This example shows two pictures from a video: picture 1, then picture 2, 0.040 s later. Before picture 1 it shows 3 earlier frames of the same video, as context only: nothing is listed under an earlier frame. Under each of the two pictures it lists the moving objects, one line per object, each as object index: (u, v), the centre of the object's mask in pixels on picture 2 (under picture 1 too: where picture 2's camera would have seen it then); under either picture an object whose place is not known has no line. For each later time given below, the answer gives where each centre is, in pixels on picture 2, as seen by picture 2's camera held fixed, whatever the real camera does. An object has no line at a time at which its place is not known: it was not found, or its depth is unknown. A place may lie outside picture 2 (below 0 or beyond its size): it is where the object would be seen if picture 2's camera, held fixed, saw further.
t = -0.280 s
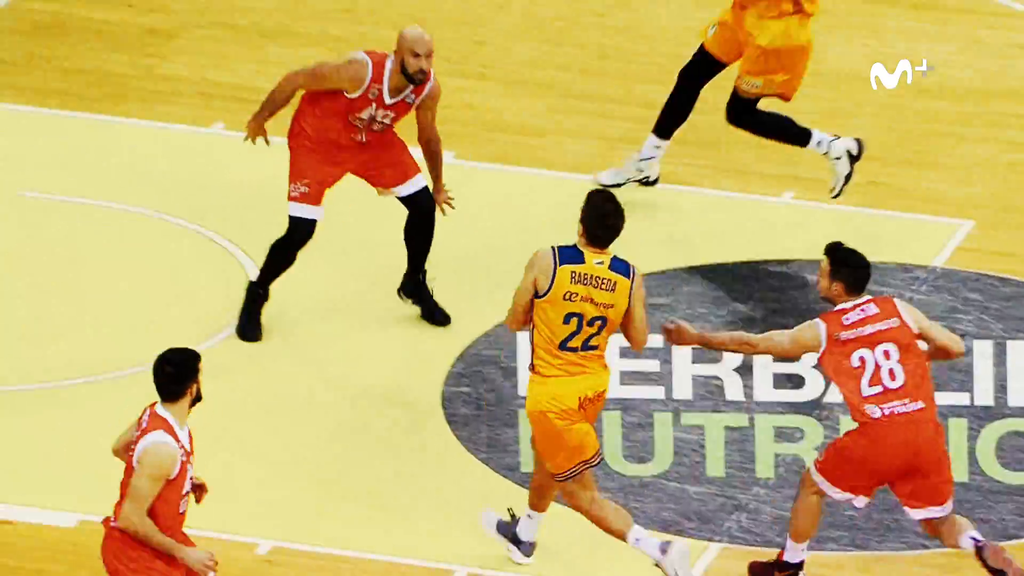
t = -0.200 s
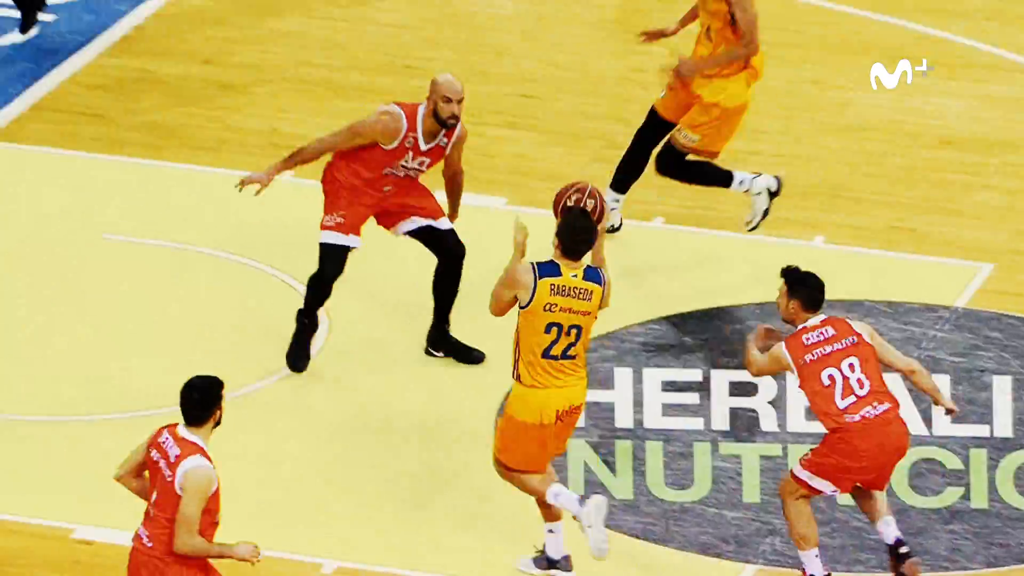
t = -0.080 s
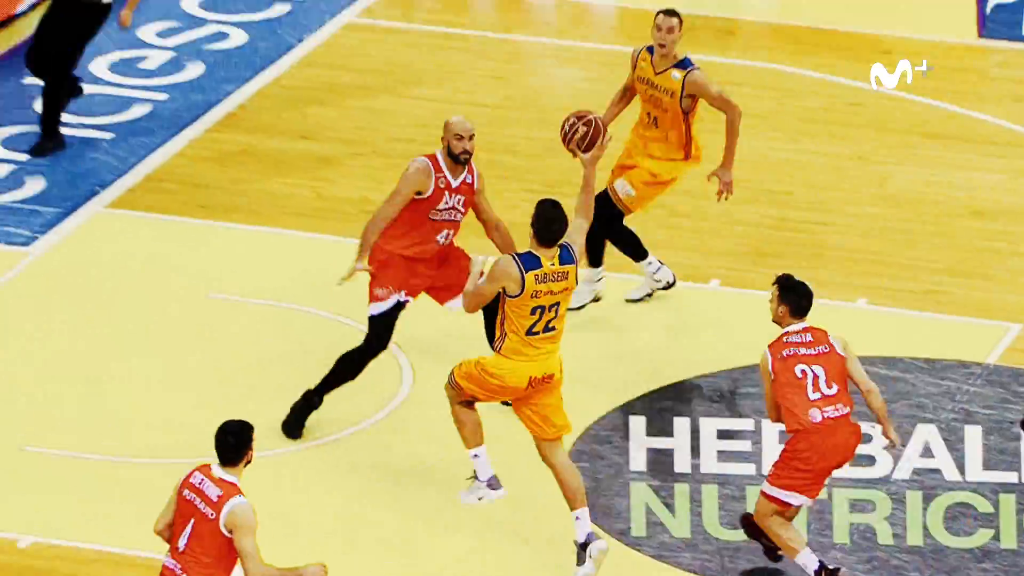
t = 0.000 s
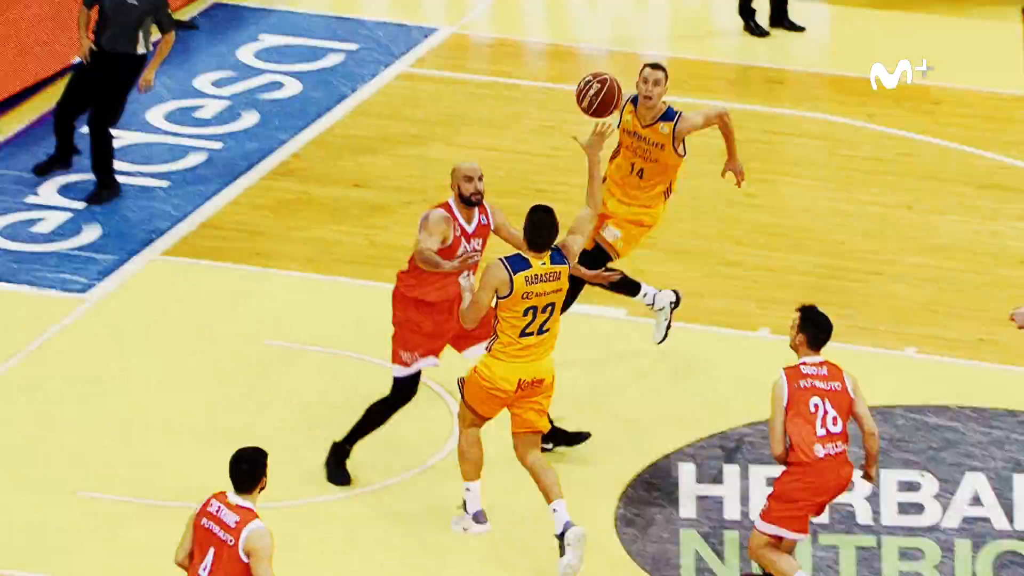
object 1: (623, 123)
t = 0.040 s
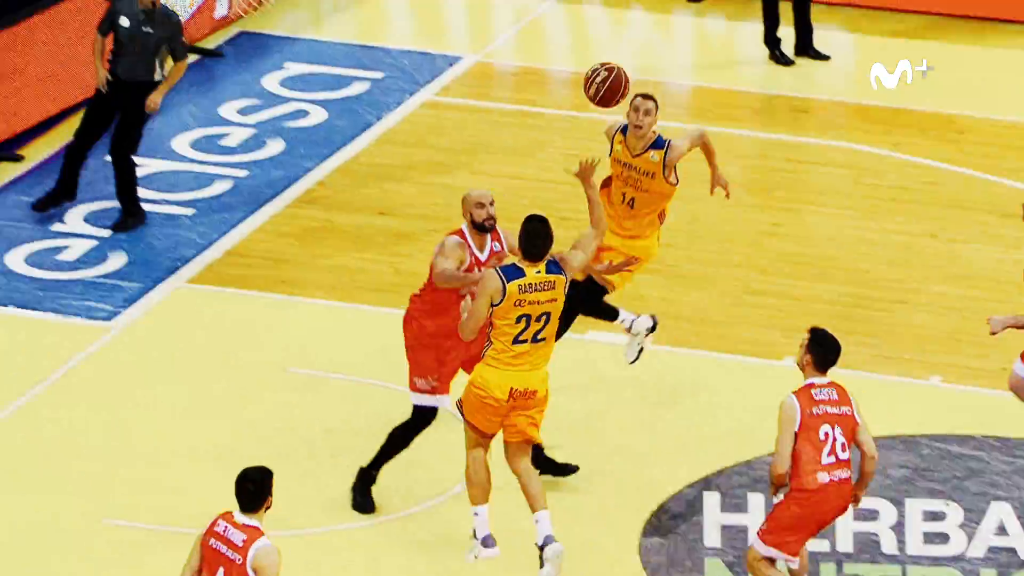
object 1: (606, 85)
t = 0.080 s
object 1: (590, 50)
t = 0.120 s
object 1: (572, 17)
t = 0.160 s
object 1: (555, -11)
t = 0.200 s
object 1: (539, -38)
